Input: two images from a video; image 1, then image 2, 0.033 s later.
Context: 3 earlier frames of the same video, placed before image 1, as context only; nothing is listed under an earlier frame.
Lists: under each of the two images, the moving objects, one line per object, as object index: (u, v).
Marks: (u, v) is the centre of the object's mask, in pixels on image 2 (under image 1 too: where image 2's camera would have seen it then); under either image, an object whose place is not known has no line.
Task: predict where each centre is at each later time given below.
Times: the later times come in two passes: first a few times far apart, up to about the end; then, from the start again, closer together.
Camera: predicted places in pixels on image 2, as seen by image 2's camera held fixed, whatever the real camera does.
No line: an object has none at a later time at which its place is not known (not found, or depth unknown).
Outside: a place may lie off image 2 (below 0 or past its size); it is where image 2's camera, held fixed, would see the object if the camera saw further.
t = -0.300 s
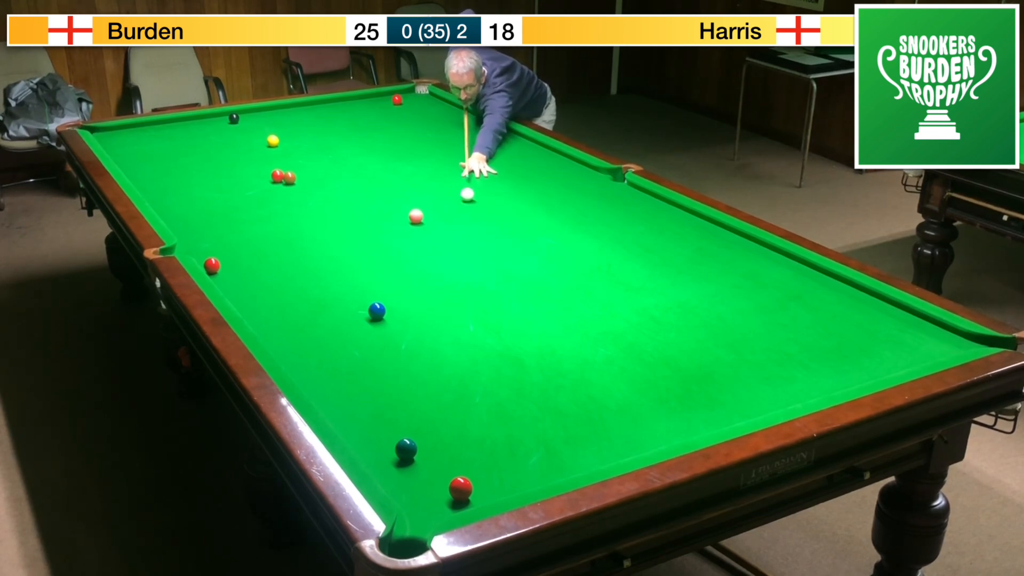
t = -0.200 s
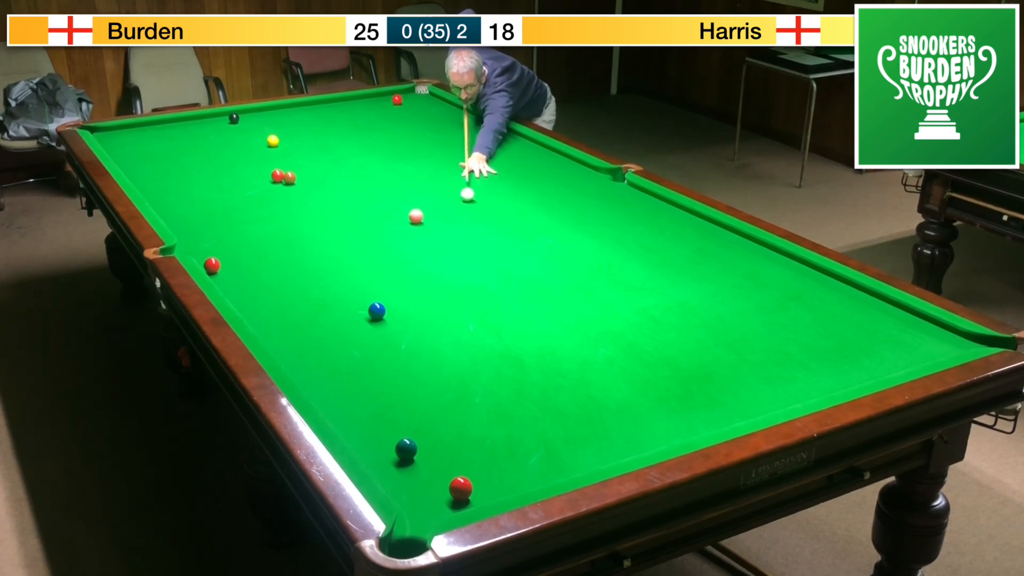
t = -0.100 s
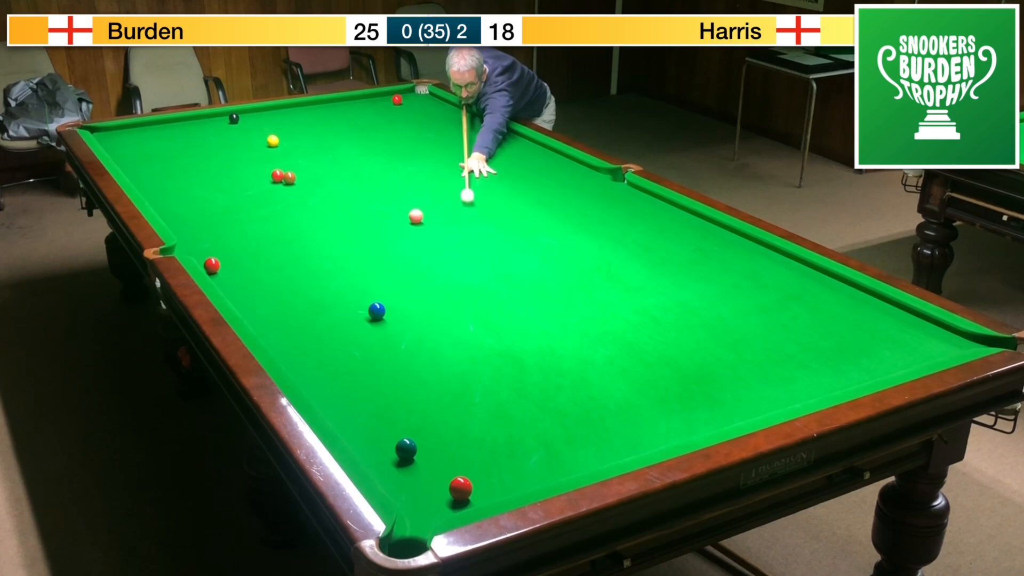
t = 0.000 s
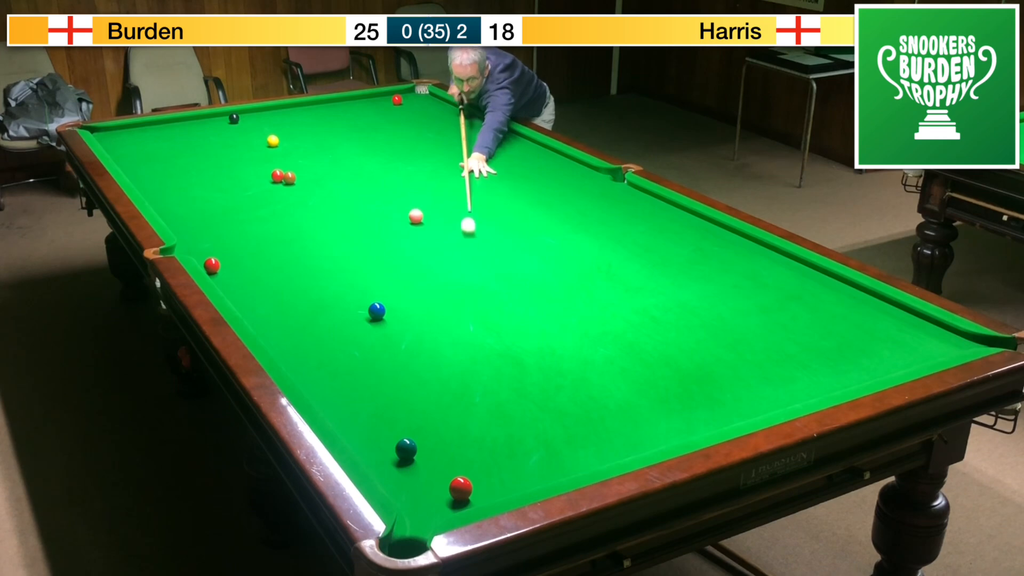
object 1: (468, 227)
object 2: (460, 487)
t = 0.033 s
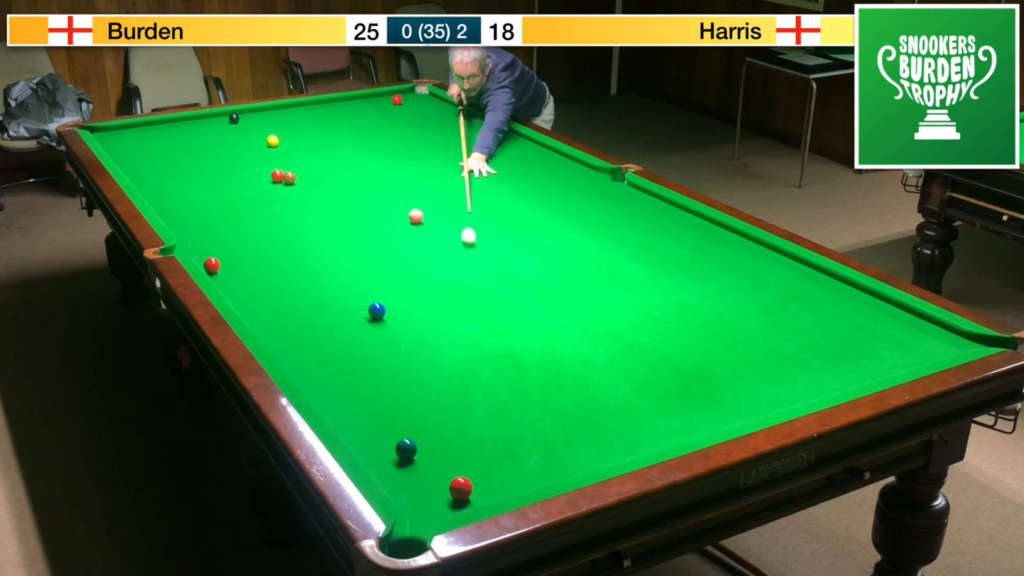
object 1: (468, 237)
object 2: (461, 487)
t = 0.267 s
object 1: (471, 317)
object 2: (460, 487)
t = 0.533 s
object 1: (473, 421)
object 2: (461, 487)
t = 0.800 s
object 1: (504, 485)
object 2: (417, 530)
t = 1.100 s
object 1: (486, 442)
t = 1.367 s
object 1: (472, 413)
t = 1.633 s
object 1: (460, 389)
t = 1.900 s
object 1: (450, 368)
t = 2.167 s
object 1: (440, 351)
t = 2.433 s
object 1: (432, 335)
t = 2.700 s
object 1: (425, 322)
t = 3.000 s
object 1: (418, 309)
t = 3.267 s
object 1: (413, 299)
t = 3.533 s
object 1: (408, 290)
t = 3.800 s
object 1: (404, 283)
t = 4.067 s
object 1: (401, 277)
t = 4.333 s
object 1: (398, 272)
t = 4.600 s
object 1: (397, 267)
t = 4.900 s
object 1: (395, 264)
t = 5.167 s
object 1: (394, 262)
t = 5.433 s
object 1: (394, 260)
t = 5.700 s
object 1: (394, 259)
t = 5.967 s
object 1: (393, 260)
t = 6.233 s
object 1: (393, 260)
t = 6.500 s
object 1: (393, 260)
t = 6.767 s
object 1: (393, 260)
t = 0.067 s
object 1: (469, 248)
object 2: (461, 487)
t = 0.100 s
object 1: (469, 259)
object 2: (460, 487)
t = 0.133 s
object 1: (469, 270)
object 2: (461, 487)
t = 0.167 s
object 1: (470, 282)
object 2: (460, 487)
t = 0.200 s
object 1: (470, 293)
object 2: (460, 487)
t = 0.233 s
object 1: (470, 306)
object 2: (461, 487)
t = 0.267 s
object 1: (471, 317)
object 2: (460, 487)
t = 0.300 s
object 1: (471, 329)
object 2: (461, 487)
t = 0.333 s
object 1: (471, 342)
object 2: (461, 487)
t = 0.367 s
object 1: (471, 356)
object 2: (461, 487)
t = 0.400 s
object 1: (472, 368)
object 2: (461, 487)
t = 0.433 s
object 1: (472, 382)
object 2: (461, 487)
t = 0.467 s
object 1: (472, 395)
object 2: (461, 487)
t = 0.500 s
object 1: (472, 407)
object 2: (461, 487)
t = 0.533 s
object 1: (473, 421)
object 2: (461, 487)
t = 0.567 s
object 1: (473, 435)
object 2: (461, 486)
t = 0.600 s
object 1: (473, 449)
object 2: (460, 487)
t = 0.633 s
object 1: (474, 463)
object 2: (461, 487)
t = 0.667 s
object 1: (476, 475)
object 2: (461, 487)
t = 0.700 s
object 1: (486, 482)
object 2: (449, 497)
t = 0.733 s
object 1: (496, 486)
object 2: (438, 508)
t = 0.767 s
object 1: (505, 488)
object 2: (427, 519)
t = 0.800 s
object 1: (504, 485)
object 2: (417, 530)
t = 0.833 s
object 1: (502, 478)
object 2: (406, 544)
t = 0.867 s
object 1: (499, 473)
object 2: (398, 553)
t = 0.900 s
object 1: (497, 467)
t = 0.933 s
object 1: (495, 463)
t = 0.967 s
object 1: (493, 459)
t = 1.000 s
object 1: (491, 454)
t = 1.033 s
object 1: (490, 450)
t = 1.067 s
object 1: (487, 446)
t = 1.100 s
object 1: (486, 442)
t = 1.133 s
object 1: (484, 439)
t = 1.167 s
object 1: (482, 435)
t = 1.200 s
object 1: (480, 431)
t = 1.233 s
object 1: (479, 427)
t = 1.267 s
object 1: (477, 424)
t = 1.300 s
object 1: (476, 420)
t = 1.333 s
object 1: (474, 417)
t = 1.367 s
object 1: (472, 413)
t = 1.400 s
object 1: (471, 410)
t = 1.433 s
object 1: (469, 407)
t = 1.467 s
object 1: (468, 404)
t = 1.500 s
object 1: (466, 401)
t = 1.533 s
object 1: (465, 398)
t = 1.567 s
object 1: (463, 395)
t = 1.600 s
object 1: (462, 392)
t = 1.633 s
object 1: (460, 389)
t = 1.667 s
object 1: (459, 386)
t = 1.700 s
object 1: (458, 384)
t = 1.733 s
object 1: (456, 381)
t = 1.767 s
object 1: (455, 378)
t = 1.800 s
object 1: (454, 376)
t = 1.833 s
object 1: (452, 373)
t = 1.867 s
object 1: (451, 371)
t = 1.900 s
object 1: (450, 368)
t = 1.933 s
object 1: (448, 366)
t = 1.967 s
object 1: (447, 364)
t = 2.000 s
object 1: (446, 361)
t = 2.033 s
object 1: (445, 359)
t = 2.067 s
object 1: (443, 357)
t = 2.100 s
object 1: (442, 355)
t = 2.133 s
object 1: (441, 353)
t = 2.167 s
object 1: (440, 351)
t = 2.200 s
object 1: (439, 348)
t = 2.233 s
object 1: (438, 347)
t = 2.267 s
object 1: (437, 344)
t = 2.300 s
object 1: (436, 343)
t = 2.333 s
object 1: (435, 341)
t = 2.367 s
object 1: (434, 339)
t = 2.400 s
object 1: (433, 337)
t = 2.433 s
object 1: (432, 335)
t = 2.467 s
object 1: (431, 333)
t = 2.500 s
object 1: (430, 331)
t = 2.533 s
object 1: (429, 330)
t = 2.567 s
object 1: (428, 328)
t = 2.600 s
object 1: (427, 326)
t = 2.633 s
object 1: (427, 325)
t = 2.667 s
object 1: (426, 323)
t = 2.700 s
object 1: (425, 322)
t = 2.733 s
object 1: (424, 320)
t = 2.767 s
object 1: (423, 319)
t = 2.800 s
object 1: (422, 317)
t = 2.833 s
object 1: (422, 316)
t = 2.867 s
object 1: (421, 314)
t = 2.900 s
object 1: (420, 313)
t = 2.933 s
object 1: (419, 311)
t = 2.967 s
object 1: (419, 310)
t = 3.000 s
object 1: (418, 309)
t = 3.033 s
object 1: (417, 307)
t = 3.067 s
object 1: (417, 306)
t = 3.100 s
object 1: (416, 305)
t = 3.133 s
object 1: (415, 304)
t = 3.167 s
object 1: (414, 302)
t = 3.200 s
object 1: (414, 301)
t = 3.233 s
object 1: (413, 300)
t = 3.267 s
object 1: (413, 299)
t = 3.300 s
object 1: (412, 297)
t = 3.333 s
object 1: (411, 296)
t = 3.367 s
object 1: (411, 296)
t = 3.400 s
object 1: (410, 294)
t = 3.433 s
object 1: (410, 293)
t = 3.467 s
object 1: (409, 292)
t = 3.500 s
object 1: (409, 291)
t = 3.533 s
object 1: (408, 290)
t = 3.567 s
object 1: (408, 289)
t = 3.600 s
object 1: (407, 288)
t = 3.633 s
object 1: (406, 288)
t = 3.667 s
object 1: (406, 287)
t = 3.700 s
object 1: (405, 286)
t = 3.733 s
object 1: (405, 285)
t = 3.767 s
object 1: (405, 284)
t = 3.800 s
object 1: (404, 283)
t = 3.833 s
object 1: (404, 282)
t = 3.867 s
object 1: (403, 282)
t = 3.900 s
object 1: (403, 281)
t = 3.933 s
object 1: (402, 280)
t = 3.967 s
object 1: (402, 279)
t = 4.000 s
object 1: (402, 278)
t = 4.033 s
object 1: (401, 278)
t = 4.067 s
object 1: (401, 277)
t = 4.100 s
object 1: (401, 276)
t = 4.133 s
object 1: (400, 276)
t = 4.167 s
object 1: (400, 275)
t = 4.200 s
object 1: (400, 274)
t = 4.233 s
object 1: (399, 274)
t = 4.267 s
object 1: (399, 273)
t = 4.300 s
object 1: (399, 272)
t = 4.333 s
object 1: (398, 272)
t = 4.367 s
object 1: (398, 271)
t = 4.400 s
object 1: (398, 270)
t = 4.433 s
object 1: (398, 270)
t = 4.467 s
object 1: (398, 270)
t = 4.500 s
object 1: (398, 269)
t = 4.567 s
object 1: (397, 268)
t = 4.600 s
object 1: (397, 267)
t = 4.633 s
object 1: (397, 267)
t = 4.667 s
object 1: (396, 267)
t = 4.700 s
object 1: (396, 266)
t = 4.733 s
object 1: (396, 266)
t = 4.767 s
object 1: (396, 265)
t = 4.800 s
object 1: (396, 265)
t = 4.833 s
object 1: (396, 264)
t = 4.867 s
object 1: (395, 264)
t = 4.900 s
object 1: (395, 264)
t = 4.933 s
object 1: (395, 263)
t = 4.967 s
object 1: (395, 263)
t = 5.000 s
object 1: (395, 263)
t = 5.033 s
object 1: (395, 263)
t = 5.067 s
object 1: (395, 262)
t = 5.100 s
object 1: (395, 262)
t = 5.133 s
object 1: (394, 262)
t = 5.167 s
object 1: (394, 262)
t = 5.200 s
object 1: (394, 261)
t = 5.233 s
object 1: (394, 261)
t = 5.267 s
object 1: (394, 261)
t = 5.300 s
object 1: (394, 261)
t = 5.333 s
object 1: (394, 260)
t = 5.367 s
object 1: (394, 260)
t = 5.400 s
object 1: (394, 260)
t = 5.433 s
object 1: (394, 260)
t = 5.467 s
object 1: (394, 260)
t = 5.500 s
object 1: (394, 260)
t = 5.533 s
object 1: (394, 260)
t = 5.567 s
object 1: (394, 260)
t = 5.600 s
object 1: (394, 260)
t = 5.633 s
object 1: (394, 260)
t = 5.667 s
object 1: (394, 259)
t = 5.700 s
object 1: (394, 259)
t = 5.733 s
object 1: (394, 260)
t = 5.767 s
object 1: (394, 260)
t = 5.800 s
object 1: (394, 260)
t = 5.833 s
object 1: (394, 259)
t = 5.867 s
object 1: (393, 260)
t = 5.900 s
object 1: (393, 260)
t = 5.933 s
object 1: (393, 260)
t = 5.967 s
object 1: (393, 260)
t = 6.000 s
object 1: (393, 260)
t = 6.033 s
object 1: (393, 260)
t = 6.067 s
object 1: (393, 260)
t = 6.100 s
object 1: (393, 260)
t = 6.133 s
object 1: (393, 260)
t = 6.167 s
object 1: (393, 260)
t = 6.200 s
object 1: (393, 260)
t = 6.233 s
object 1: (393, 260)
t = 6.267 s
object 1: (393, 260)
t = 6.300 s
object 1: (393, 260)
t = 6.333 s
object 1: (393, 260)
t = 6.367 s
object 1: (393, 260)
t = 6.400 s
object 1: (393, 260)
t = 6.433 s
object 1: (393, 260)
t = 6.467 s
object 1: (393, 260)
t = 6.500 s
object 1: (393, 260)
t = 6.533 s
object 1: (393, 260)
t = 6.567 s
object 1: (393, 260)
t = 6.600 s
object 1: (393, 260)
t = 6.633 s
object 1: (393, 260)
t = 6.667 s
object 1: (393, 260)
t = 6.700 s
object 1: (393, 260)
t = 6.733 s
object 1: (393, 260)
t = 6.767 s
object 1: (393, 260)
